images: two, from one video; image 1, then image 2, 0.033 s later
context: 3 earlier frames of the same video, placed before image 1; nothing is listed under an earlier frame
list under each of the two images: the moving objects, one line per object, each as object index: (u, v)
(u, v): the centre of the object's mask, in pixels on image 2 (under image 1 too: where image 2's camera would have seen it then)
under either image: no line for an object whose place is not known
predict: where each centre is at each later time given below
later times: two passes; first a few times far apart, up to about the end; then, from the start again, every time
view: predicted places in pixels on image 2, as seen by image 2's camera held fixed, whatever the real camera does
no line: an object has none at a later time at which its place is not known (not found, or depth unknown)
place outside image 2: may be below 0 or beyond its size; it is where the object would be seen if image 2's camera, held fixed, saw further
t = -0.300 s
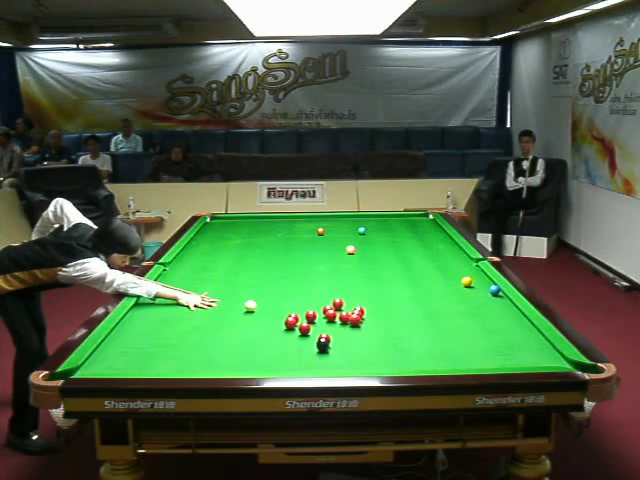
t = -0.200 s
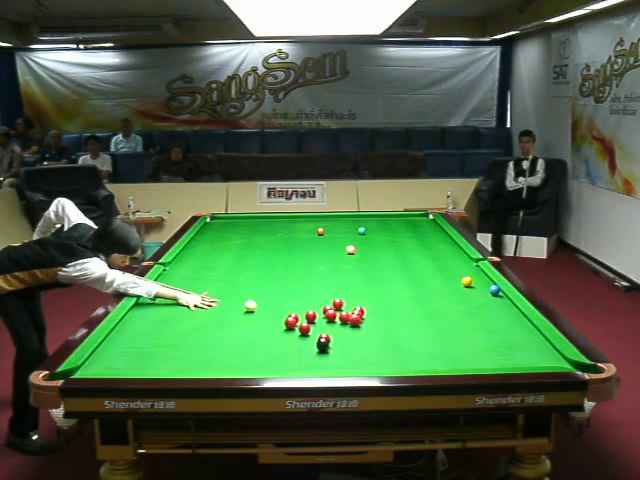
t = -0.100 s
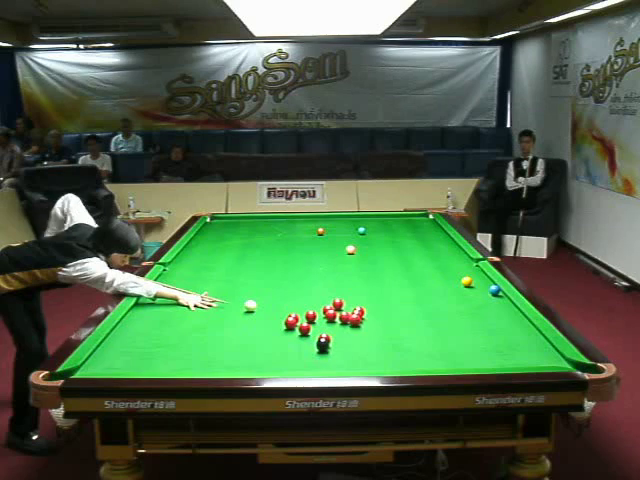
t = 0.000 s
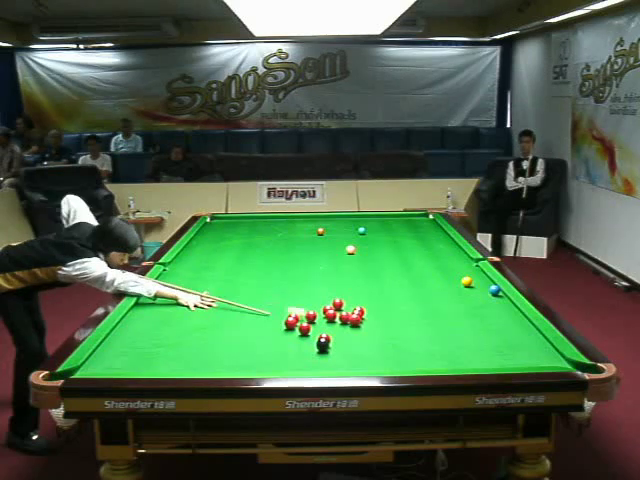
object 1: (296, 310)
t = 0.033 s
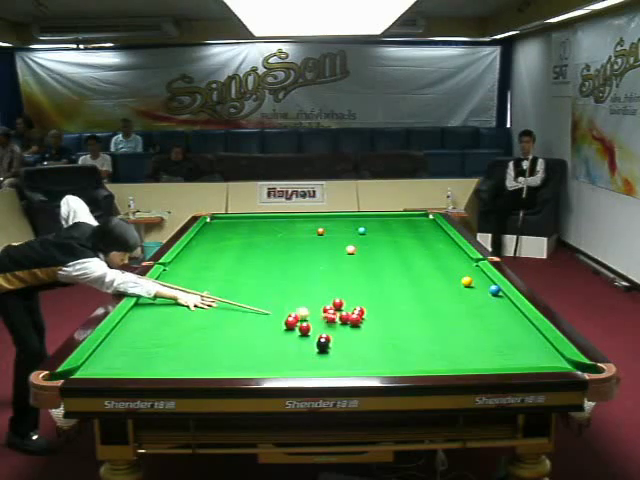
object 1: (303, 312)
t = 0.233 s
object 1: (301, 309)
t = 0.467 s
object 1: (277, 302)
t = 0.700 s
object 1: (252, 296)
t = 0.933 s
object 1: (230, 290)
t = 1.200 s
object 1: (207, 283)
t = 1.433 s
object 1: (190, 278)
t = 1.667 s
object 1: (174, 274)
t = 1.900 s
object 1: (172, 270)
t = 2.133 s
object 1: (185, 267)
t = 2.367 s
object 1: (197, 265)
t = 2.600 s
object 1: (209, 262)
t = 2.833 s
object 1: (218, 260)
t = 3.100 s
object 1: (229, 258)
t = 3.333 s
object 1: (236, 256)
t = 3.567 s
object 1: (244, 255)
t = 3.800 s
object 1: (250, 254)
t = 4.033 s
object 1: (256, 252)
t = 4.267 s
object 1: (261, 252)
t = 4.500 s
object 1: (265, 251)
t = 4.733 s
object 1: (269, 250)
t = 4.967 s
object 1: (272, 250)
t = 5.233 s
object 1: (274, 249)
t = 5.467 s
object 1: (276, 249)
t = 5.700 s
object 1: (276, 249)
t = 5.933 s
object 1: (276, 249)
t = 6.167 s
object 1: (276, 249)
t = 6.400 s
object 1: (276, 249)
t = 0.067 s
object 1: (304, 313)
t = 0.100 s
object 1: (305, 312)
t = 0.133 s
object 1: (305, 312)
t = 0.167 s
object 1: (304, 311)
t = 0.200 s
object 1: (303, 310)
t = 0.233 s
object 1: (301, 309)
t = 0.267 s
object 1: (299, 308)
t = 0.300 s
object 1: (295, 307)
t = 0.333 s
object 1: (292, 306)
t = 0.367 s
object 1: (288, 305)
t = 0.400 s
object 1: (284, 304)
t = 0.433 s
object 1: (280, 304)
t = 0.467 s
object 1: (277, 302)
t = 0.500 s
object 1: (273, 302)
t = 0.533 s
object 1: (269, 301)
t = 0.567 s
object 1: (266, 300)
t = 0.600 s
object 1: (263, 299)
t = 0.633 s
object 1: (259, 297)
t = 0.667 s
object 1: (255, 296)
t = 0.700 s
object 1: (252, 296)
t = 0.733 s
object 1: (249, 295)
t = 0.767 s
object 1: (245, 294)
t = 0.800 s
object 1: (243, 293)
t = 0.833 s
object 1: (239, 292)
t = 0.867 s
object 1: (236, 292)
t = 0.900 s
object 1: (233, 291)
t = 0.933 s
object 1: (230, 290)
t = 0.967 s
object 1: (227, 289)
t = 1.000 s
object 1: (224, 288)
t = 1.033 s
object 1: (221, 287)
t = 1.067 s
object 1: (218, 286)
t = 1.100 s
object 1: (215, 286)
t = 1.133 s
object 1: (213, 285)
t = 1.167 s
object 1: (210, 284)
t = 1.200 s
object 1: (207, 283)
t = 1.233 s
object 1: (205, 283)
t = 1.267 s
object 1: (203, 282)
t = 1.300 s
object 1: (200, 281)
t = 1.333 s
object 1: (197, 281)
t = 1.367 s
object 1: (195, 280)
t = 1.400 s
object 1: (192, 279)
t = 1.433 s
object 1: (190, 278)
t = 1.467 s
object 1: (188, 278)
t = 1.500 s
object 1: (185, 277)
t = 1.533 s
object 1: (183, 276)
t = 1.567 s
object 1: (180, 276)
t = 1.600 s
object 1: (178, 275)
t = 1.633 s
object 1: (176, 275)
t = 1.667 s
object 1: (174, 274)
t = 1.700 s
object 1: (172, 273)
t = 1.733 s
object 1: (169, 273)
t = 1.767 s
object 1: (167, 272)
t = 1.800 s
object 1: (166, 272)
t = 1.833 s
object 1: (168, 271)
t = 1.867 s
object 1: (170, 271)
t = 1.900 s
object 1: (172, 270)
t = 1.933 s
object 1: (174, 270)
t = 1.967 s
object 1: (176, 270)
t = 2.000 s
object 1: (178, 269)
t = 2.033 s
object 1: (180, 269)
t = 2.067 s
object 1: (182, 268)
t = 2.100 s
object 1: (184, 268)
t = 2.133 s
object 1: (185, 267)
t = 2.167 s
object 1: (187, 267)
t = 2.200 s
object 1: (189, 266)
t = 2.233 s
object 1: (191, 266)
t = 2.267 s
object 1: (192, 266)
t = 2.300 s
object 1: (194, 265)
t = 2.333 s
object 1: (196, 265)
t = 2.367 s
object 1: (197, 265)
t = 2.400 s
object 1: (199, 264)
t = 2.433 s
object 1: (201, 264)
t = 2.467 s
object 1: (202, 263)
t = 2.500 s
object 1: (204, 263)
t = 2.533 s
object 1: (205, 263)
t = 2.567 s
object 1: (207, 262)
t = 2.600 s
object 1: (209, 262)
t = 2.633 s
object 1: (210, 262)
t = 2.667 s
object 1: (212, 262)
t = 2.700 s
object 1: (213, 261)
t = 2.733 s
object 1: (215, 261)
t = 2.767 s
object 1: (216, 261)
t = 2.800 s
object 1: (217, 261)
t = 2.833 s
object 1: (218, 260)
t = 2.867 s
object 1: (220, 260)
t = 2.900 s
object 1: (221, 260)
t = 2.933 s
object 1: (222, 259)
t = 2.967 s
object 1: (223, 259)
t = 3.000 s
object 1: (225, 259)
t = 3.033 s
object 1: (226, 259)
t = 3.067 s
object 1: (228, 258)
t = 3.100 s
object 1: (229, 258)
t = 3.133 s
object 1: (230, 258)
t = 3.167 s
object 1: (231, 258)
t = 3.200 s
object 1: (232, 257)
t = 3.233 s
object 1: (233, 257)
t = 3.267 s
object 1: (234, 257)
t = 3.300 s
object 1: (236, 256)
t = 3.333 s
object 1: (236, 256)
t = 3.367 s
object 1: (238, 256)
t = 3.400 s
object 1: (239, 256)
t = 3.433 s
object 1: (240, 256)
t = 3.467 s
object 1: (241, 255)
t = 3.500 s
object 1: (242, 255)
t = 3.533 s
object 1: (243, 255)
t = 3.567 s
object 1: (244, 255)
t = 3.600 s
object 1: (245, 255)
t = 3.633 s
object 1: (246, 254)
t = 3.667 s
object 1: (247, 254)
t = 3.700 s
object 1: (248, 254)
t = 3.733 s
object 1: (249, 254)
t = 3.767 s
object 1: (249, 254)
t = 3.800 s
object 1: (250, 254)
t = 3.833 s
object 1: (251, 253)
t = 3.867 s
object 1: (252, 253)
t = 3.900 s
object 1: (253, 253)
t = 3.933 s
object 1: (254, 253)
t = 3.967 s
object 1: (255, 253)
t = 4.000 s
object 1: (255, 253)
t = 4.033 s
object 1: (256, 252)
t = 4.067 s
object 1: (257, 252)
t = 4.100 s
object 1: (258, 252)
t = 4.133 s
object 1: (258, 252)
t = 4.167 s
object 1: (259, 252)
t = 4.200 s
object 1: (260, 252)
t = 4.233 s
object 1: (260, 252)
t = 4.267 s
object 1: (261, 252)
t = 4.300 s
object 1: (262, 251)
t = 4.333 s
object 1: (262, 251)
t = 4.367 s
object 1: (263, 251)
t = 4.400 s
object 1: (264, 251)
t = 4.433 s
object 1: (264, 251)
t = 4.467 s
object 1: (265, 251)
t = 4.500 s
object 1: (265, 251)
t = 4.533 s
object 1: (266, 251)
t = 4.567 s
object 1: (266, 250)
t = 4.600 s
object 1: (267, 251)
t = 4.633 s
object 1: (268, 250)
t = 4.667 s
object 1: (268, 250)
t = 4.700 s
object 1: (269, 250)
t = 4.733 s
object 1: (269, 250)
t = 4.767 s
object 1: (269, 250)
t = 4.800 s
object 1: (270, 250)
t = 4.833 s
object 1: (270, 250)
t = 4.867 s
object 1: (271, 250)
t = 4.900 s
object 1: (271, 250)
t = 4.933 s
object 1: (272, 250)
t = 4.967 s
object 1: (272, 250)
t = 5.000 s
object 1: (272, 250)
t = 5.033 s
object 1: (273, 250)
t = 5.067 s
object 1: (273, 249)
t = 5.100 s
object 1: (273, 250)
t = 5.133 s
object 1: (273, 249)
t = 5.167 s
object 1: (274, 249)
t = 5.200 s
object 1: (274, 249)
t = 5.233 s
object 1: (274, 249)
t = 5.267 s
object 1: (275, 249)
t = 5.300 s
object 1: (275, 249)
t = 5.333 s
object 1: (275, 249)
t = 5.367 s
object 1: (275, 249)
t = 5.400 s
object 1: (275, 249)
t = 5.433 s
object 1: (275, 249)
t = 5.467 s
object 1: (276, 249)
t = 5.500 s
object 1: (276, 249)
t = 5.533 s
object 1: (276, 249)
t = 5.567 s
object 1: (276, 249)
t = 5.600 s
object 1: (276, 249)
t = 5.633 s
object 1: (276, 249)
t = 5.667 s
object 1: (276, 249)
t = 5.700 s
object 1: (276, 249)
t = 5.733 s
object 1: (276, 249)
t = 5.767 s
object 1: (276, 249)
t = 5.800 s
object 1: (276, 249)
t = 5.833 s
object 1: (276, 249)
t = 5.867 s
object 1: (276, 249)
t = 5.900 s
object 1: (276, 249)
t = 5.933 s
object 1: (276, 249)
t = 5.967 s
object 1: (276, 249)
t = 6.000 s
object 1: (276, 249)
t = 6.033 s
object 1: (276, 249)
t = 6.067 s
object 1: (276, 249)
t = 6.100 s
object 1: (276, 249)
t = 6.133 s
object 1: (276, 249)
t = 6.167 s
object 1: (276, 249)
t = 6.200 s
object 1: (276, 249)
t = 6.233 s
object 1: (276, 249)
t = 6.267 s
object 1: (276, 249)
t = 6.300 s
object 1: (276, 249)
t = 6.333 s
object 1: (276, 249)
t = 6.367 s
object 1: (276, 249)
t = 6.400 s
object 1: (276, 249)
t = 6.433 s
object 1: (276, 249)
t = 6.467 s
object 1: (276, 249)
